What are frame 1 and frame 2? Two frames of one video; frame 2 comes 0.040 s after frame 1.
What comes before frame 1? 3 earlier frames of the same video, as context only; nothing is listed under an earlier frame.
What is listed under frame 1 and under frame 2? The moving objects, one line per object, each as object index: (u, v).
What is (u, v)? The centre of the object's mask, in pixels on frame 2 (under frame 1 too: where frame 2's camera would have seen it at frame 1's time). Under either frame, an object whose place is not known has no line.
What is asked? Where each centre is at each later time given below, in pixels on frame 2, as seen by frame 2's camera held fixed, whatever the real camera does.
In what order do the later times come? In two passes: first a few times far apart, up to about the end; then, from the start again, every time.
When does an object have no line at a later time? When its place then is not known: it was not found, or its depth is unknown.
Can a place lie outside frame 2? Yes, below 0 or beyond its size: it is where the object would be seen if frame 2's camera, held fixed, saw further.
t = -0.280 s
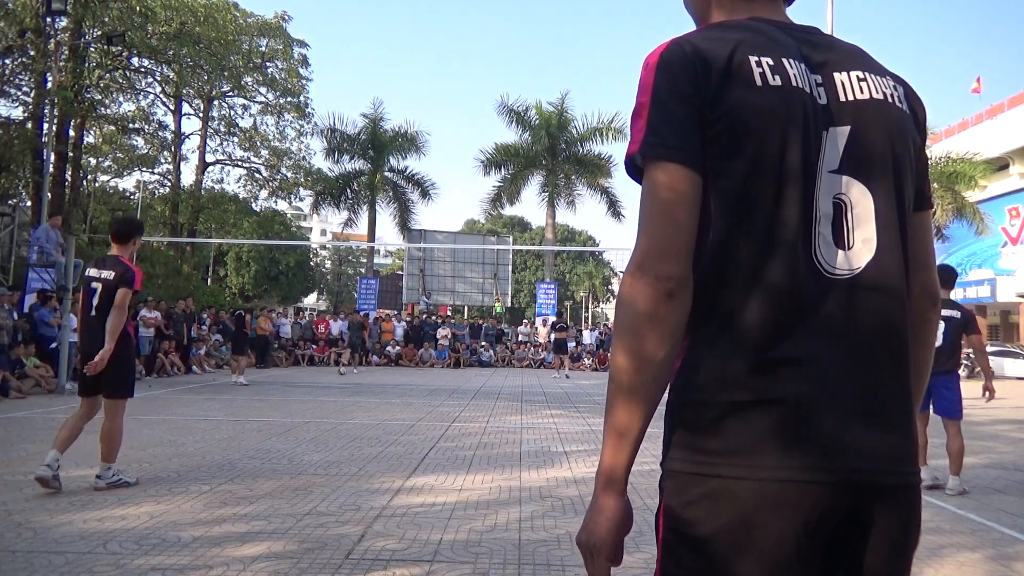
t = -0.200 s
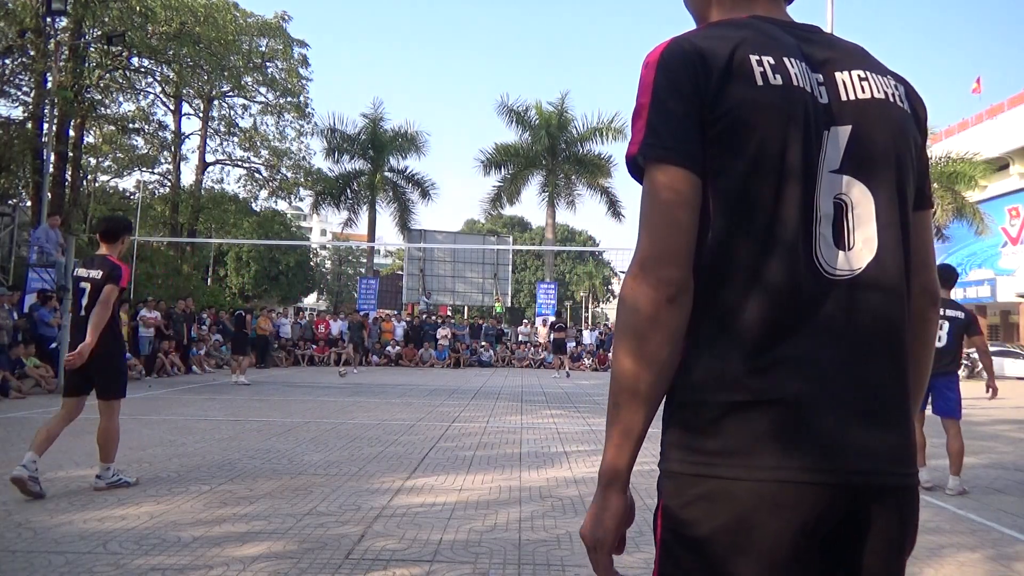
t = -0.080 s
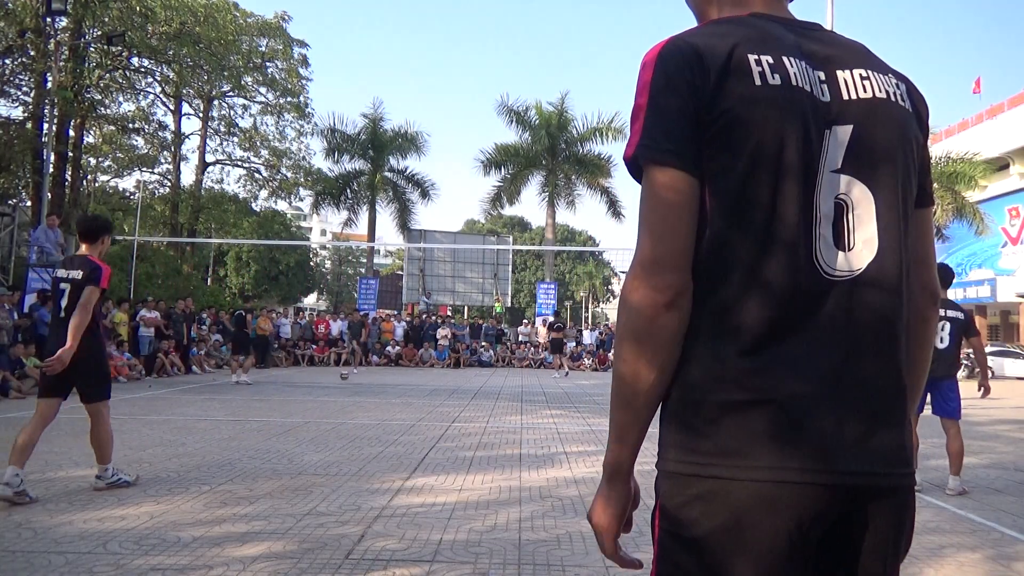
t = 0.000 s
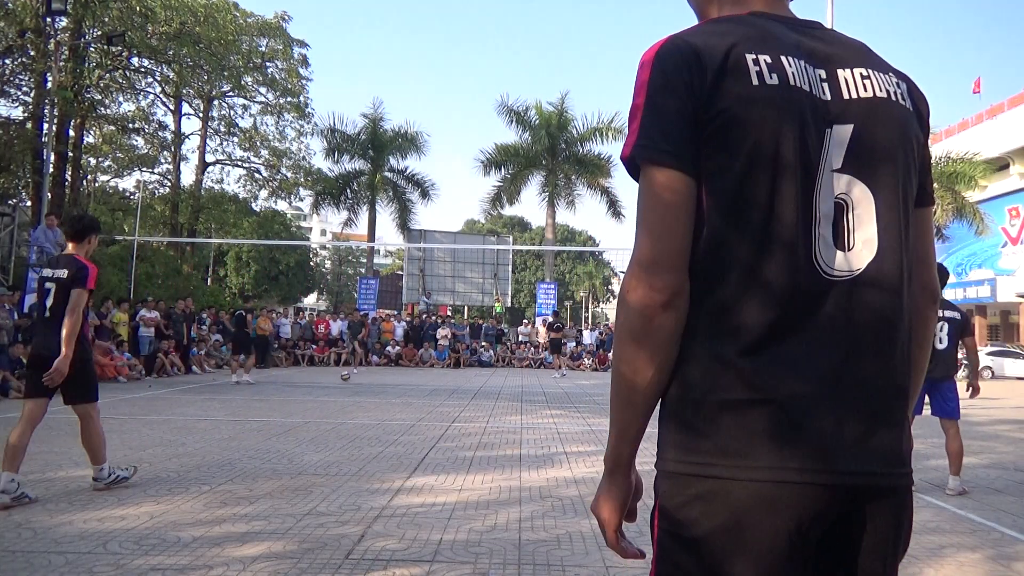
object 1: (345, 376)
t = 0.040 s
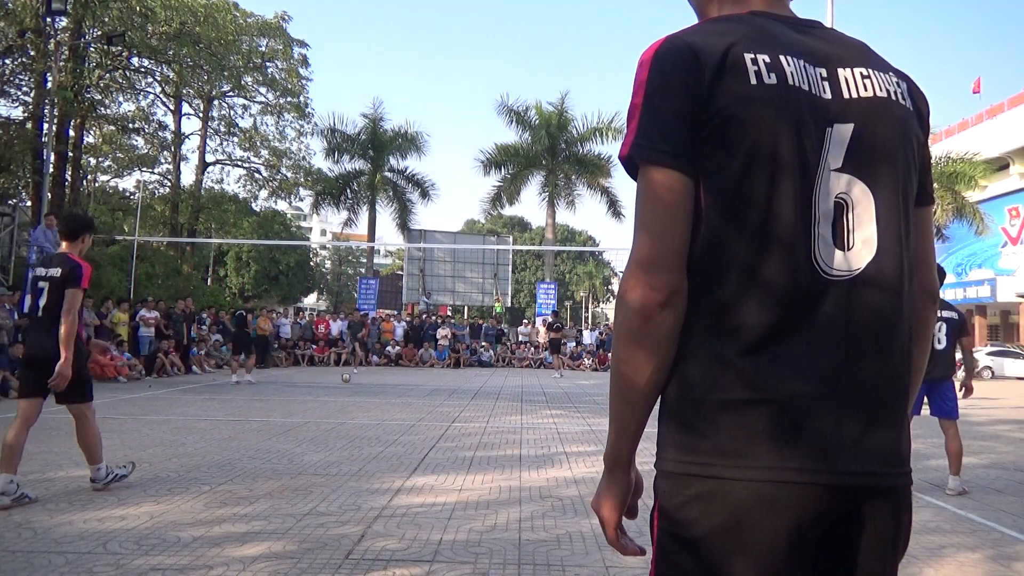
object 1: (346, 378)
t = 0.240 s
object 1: (349, 379)
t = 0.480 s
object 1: (355, 385)
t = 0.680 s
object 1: (360, 390)
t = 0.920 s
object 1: (368, 398)
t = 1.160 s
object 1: (378, 405)
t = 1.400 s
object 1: (390, 416)
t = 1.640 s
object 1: (404, 429)
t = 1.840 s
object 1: (418, 439)
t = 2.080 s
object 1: (440, 464)
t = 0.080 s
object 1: (346, 378)
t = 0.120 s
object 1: (347, 378)
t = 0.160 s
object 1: (348, 379)
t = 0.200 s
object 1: (349, 379)
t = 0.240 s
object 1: (349, 379)
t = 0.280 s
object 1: (350, 381)
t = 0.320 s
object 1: (351, 382)
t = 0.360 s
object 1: (352, 383)
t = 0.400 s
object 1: (353, 385)
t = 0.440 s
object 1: (354, 385)
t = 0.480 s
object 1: (355, 385)
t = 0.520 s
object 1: (356, 387)
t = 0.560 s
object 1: (357, 388)
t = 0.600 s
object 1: (358, 389)
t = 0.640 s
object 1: (360, 390)
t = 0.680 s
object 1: (360, 390)
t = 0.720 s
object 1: (361, 392)
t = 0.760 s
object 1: (363, 393)
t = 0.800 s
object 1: (364, 393)
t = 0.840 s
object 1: (365, 394)
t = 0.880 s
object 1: (367, 396)
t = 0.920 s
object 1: (368, 398)
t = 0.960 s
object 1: (370, 399)
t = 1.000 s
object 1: (372, 401)
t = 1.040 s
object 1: (373, 401)
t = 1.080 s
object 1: (375, 403)
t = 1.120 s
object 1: (377, 404)
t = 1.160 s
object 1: (378, 405)
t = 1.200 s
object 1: (380, 407)
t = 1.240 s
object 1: (382, 409)
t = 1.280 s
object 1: (383, 409)
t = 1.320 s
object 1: (385, 410)
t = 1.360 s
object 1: (388, 414)
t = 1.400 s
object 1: (390, 416)
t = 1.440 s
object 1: (391, 416)
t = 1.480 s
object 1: (394, 420)
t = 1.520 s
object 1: (396, 422)
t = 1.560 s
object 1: (399, 423)
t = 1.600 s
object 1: (401, 426)
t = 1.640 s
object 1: (404, 429)
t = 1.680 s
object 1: (407, 430)
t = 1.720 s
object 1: (409, 433)
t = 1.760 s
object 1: (412, 438)
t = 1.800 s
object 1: (415, 437)
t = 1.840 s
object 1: (418, 439)
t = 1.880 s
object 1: (422, 444)
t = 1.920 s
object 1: (424, 450)
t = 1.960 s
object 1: (429, 453)
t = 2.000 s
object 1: (432, 458)
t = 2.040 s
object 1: (436, 462)
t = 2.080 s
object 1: (440, 464)
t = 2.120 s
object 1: (444, 469)
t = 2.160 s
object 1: (449, 477)
